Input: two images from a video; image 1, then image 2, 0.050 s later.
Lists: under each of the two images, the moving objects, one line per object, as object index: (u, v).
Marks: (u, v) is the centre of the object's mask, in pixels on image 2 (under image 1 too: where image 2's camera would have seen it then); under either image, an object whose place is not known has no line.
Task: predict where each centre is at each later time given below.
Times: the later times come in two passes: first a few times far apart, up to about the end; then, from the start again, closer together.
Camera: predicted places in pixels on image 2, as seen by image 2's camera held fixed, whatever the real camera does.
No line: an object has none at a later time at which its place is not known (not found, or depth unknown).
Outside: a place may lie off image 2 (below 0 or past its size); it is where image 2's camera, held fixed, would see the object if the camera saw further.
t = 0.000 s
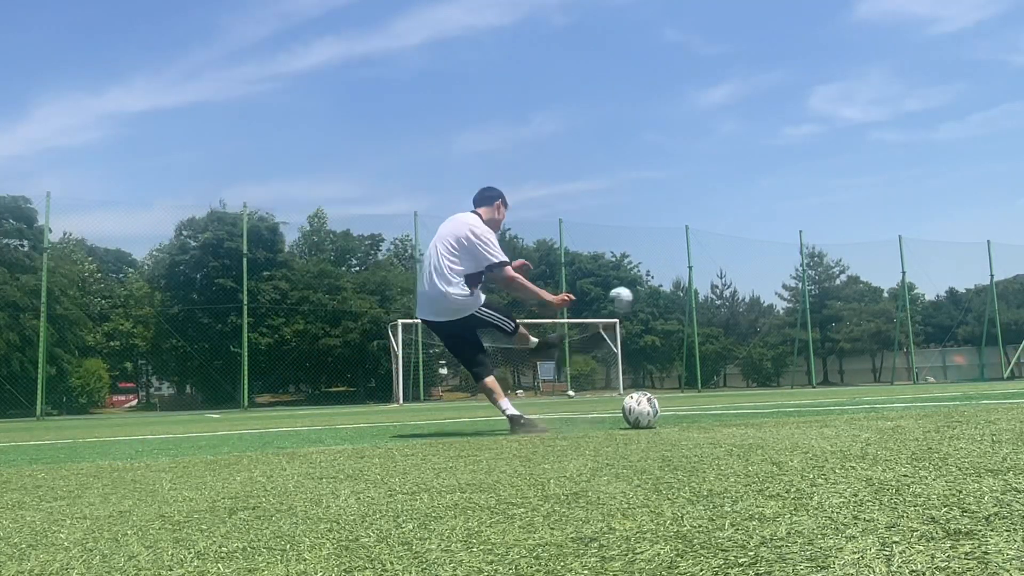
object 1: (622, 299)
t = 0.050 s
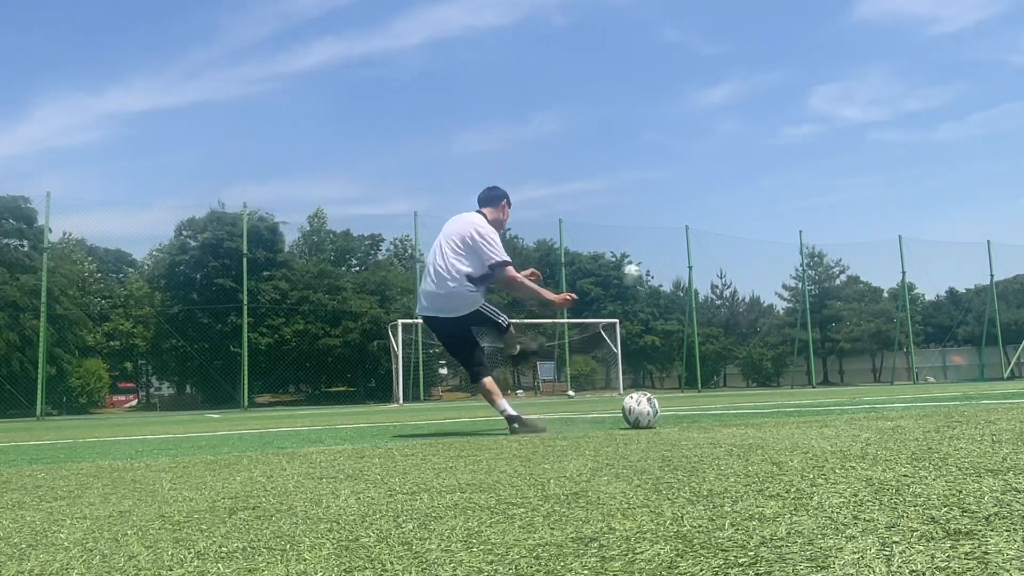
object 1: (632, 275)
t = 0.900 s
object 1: (626, 290)
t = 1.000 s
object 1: (621, 307)
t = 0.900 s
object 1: (626, 290)
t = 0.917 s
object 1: (625, 293)
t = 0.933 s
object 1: (624, 296)
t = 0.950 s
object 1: (623, 299)
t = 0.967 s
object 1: (622, 301)
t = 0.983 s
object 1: (622, 303)
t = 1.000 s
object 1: (621, 307)
